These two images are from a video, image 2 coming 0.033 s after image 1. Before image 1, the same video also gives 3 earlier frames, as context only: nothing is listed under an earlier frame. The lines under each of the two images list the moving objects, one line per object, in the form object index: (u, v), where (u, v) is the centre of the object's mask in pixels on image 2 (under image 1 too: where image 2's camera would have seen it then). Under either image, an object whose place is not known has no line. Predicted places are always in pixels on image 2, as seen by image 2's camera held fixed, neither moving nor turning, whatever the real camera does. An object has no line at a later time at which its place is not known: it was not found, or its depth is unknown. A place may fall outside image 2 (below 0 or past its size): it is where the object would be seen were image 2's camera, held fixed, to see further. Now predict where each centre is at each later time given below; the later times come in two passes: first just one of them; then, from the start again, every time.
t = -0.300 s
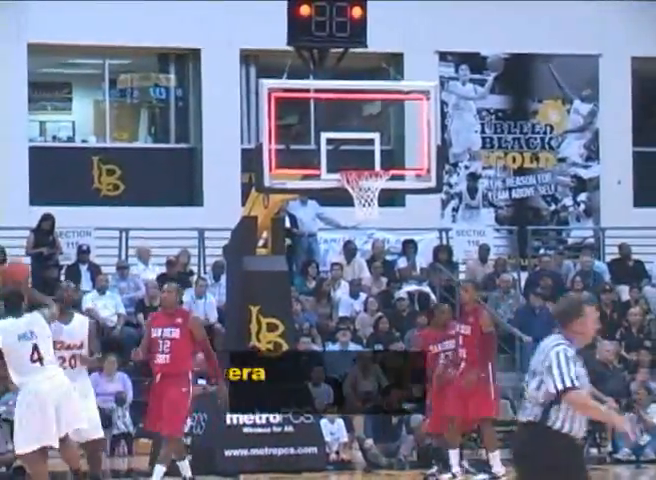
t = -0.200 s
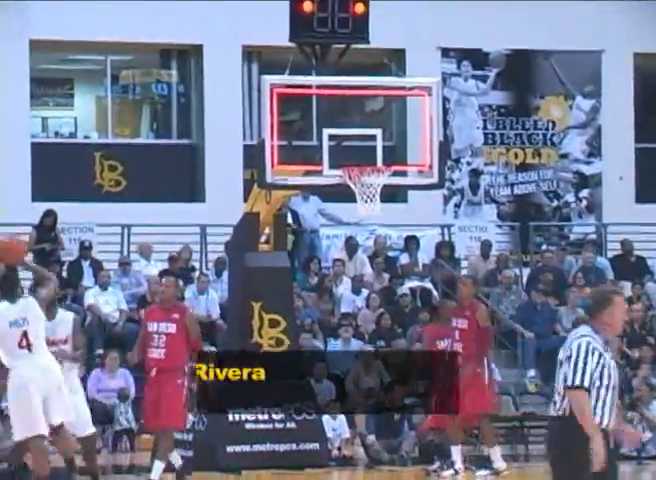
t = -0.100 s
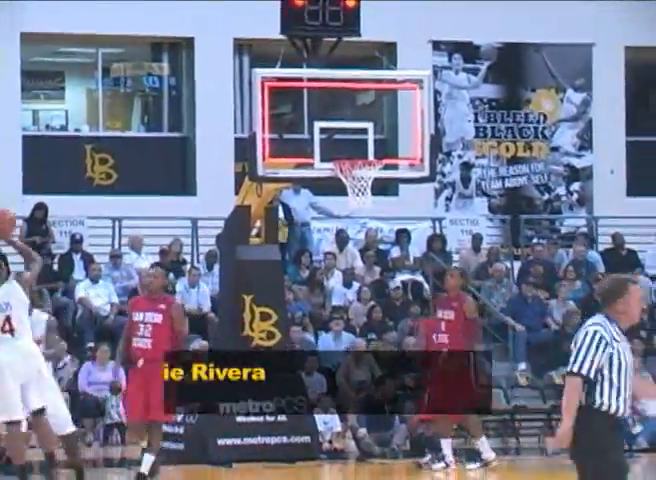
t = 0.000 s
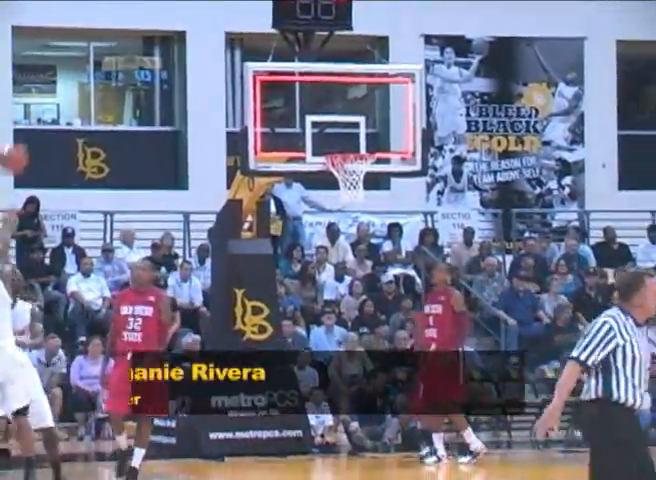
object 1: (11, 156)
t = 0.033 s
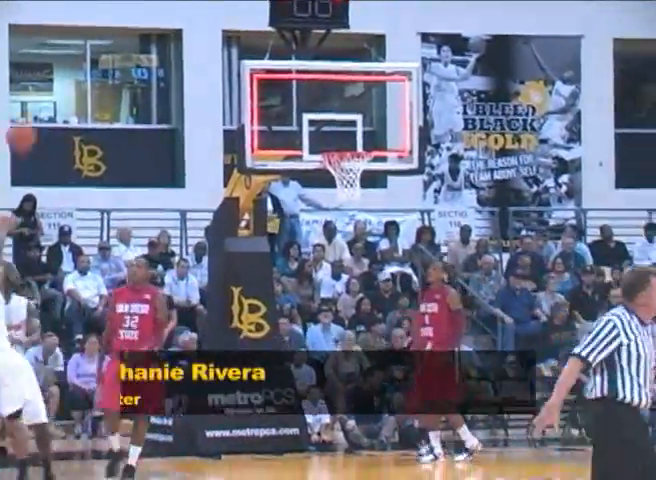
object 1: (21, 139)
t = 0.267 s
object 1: (97, 32)
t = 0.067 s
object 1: (31, 119)
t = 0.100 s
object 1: (42, 98)
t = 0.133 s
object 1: (53, 82)
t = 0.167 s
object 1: (63, 67)
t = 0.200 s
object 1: (75, 54)
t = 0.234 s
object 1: (84, 42)
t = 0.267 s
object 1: (97, 32)
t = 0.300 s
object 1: (106, 22)
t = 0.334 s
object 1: (115, 15)
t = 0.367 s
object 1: (125, 7)
